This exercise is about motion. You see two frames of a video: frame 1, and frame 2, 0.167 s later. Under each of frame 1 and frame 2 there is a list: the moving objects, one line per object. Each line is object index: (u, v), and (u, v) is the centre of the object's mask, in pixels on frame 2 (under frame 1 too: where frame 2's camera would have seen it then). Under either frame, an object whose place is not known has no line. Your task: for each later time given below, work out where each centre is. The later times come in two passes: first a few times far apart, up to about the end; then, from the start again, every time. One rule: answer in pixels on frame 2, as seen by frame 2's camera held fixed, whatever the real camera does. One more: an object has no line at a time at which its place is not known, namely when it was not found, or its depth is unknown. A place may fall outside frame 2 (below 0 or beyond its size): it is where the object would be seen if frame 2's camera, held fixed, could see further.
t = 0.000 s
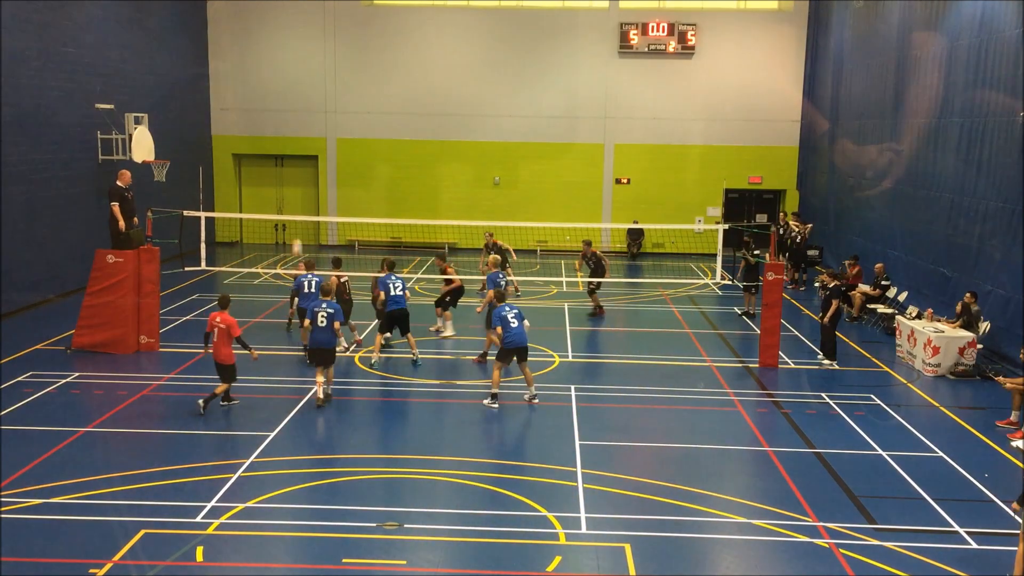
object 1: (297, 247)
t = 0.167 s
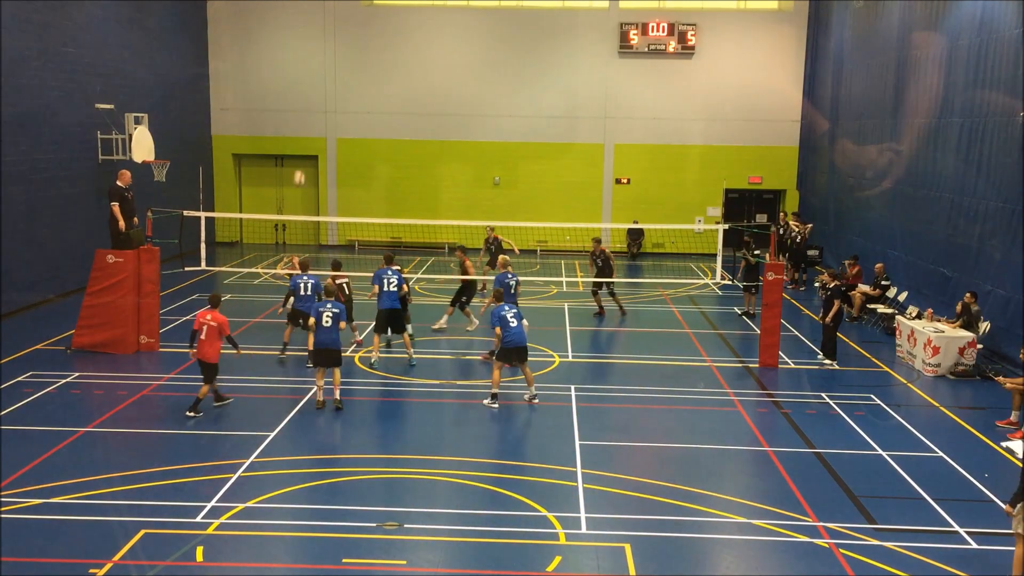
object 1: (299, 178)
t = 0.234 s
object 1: (299, 154)
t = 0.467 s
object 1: (304, 90)
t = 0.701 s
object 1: (310, 54)
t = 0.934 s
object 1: (316, 48)
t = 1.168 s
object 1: (322, 71)
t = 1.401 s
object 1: (329, 120)
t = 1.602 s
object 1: (334, 184)
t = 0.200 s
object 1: (299, 166)
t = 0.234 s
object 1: (299, 154)
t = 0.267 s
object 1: (300, 143)
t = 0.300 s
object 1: (301, 132)
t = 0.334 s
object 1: (301, 123)
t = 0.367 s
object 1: (302, 113)
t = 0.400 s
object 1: (303, 104)
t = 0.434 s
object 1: (304, 97)
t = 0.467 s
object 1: (304, 90)
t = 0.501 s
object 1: (305, 83)
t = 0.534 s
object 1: (306, 76)
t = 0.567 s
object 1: (307, 71)
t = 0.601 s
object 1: (308, 66)
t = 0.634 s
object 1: (309, 61)
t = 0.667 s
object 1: (310, 57)
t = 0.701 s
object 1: (310, 54)
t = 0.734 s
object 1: (311, 51)
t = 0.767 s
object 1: (312, 49)
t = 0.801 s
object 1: (313, 48)
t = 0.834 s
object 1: (313, 47)
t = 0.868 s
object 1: (314, 47)
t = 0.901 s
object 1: (315, 47)
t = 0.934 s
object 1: (316, 48)
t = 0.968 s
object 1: (317, 50)
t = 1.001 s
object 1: (318, 51)
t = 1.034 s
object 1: (319, 54)
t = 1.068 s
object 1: (320, 58)
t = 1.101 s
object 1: (321, 62)
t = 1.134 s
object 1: (322, 65)
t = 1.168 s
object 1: (322, 71)
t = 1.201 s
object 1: (323, 77)
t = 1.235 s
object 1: (324, 82)
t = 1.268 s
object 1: (325, 89)
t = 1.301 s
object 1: (326, 97)
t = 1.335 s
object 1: (328, 104)
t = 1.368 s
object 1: (328, 112)
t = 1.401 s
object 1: (329, 120)
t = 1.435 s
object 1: (330, 131)
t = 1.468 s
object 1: (330, 141)
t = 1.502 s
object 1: (331, 151)
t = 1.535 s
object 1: (332, 163)
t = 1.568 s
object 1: (333, 174)
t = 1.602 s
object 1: (334, 184)
